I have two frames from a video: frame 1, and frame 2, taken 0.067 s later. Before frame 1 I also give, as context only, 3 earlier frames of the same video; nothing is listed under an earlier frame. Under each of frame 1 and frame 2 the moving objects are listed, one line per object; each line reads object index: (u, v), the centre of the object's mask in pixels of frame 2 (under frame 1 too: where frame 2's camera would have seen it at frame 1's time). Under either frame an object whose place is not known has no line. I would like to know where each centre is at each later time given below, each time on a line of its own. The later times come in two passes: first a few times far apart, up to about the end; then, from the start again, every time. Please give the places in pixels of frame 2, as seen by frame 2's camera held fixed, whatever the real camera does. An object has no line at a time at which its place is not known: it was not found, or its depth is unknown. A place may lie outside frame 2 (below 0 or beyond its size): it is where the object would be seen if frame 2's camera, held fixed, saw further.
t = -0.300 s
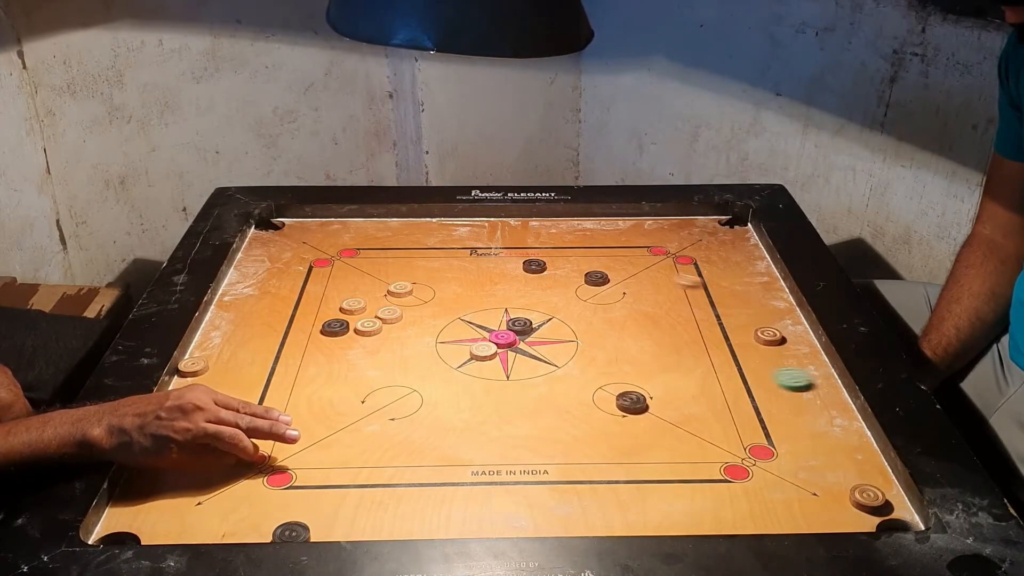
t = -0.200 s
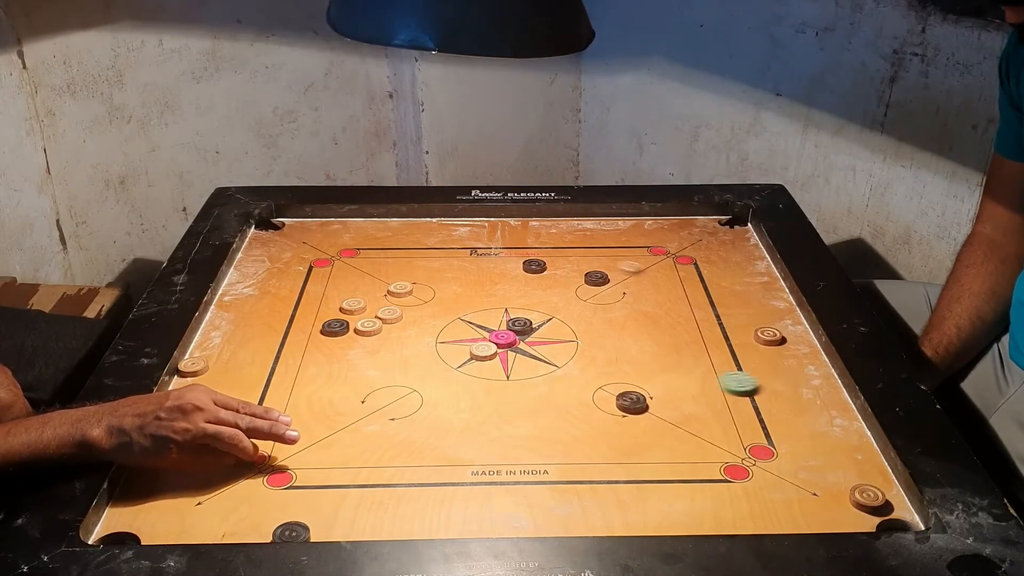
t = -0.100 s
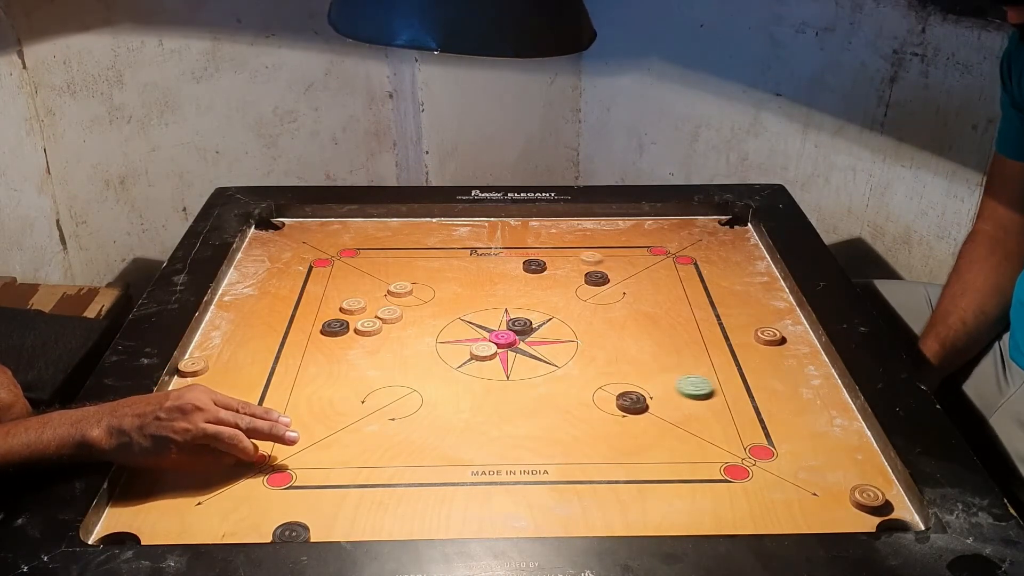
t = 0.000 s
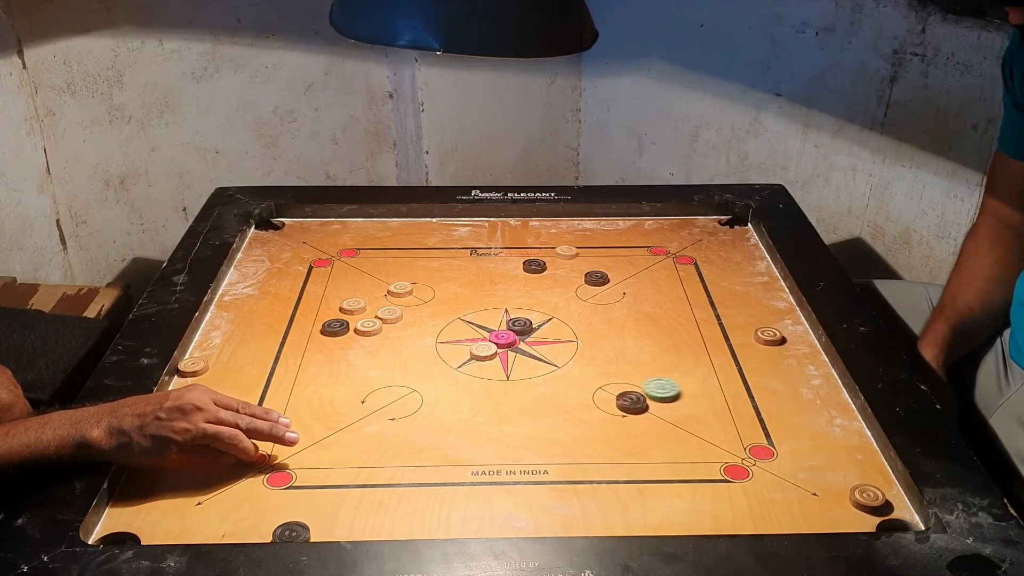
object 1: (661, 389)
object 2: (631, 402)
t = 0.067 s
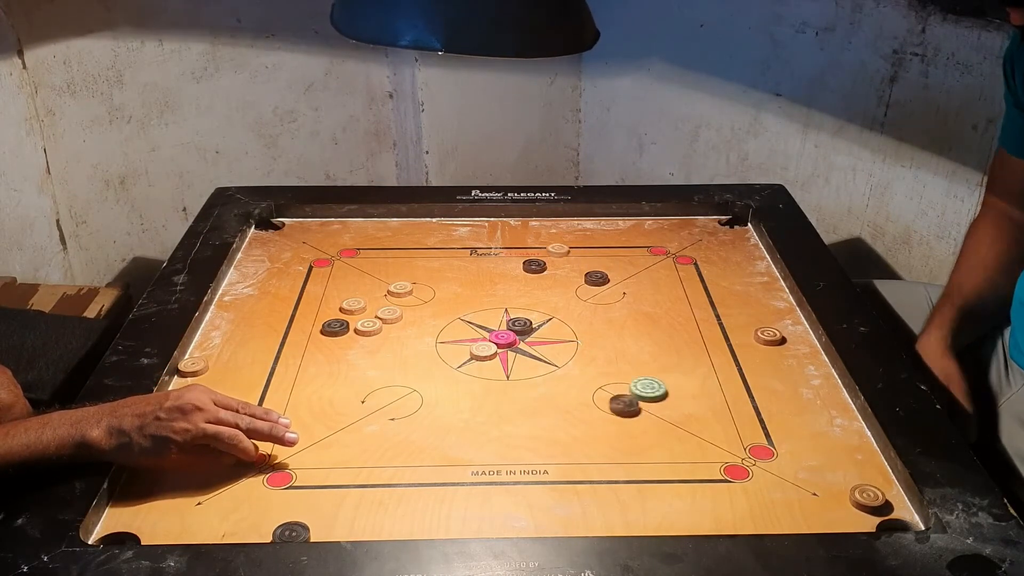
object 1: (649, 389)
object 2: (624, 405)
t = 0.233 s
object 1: (639, 388)
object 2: (614, 410)
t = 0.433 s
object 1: (639, 388)
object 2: (614, 410)
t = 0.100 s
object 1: (644, 389)
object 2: (620, 407)
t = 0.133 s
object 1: (642, 388)
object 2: (617, 409)
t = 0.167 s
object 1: (640, 388)
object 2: (615, 410)
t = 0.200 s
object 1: (639, 388)
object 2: (614, 410)
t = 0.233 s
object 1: (639, 388)
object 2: (614, 410)
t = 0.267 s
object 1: (639, 388)
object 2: (614, 410)
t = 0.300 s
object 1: (639, 388)
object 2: (614, 410)
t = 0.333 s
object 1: (639, 388)
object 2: (614, 410)
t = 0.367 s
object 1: (639, 388)
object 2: (614, 410)
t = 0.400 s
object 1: (639, 388)
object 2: (614, 410)
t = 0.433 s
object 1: (639, 388)
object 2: (614, 410)
